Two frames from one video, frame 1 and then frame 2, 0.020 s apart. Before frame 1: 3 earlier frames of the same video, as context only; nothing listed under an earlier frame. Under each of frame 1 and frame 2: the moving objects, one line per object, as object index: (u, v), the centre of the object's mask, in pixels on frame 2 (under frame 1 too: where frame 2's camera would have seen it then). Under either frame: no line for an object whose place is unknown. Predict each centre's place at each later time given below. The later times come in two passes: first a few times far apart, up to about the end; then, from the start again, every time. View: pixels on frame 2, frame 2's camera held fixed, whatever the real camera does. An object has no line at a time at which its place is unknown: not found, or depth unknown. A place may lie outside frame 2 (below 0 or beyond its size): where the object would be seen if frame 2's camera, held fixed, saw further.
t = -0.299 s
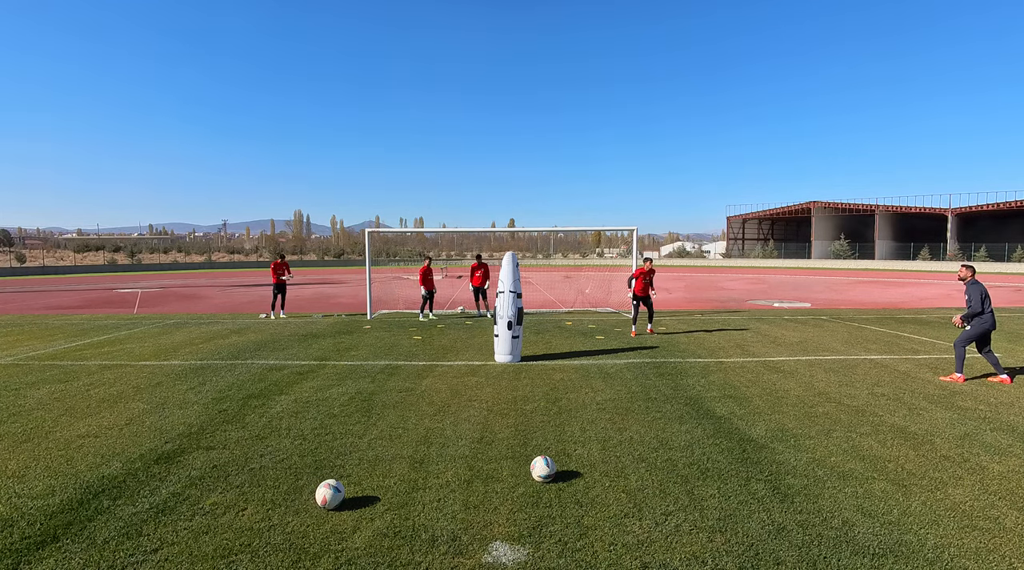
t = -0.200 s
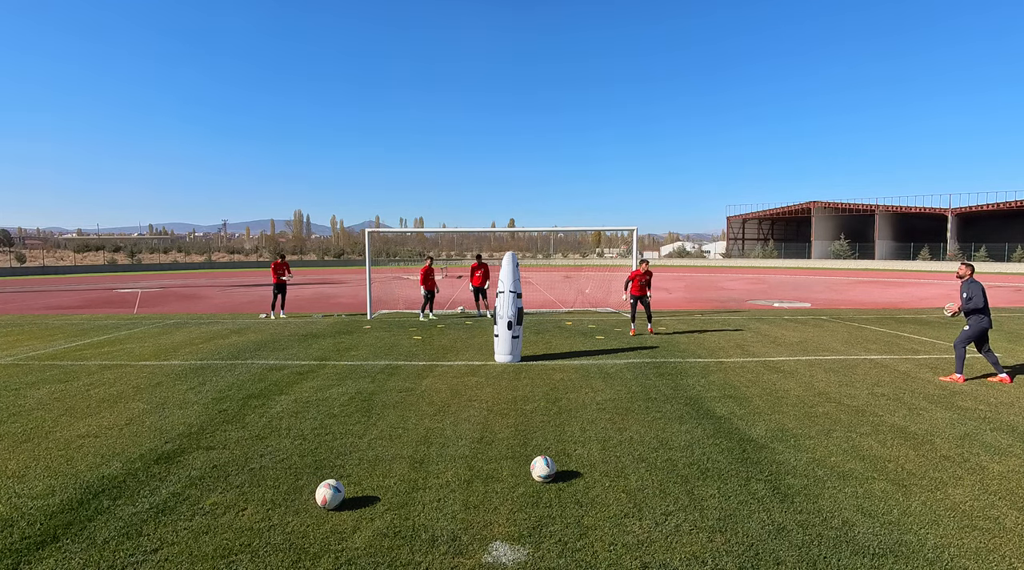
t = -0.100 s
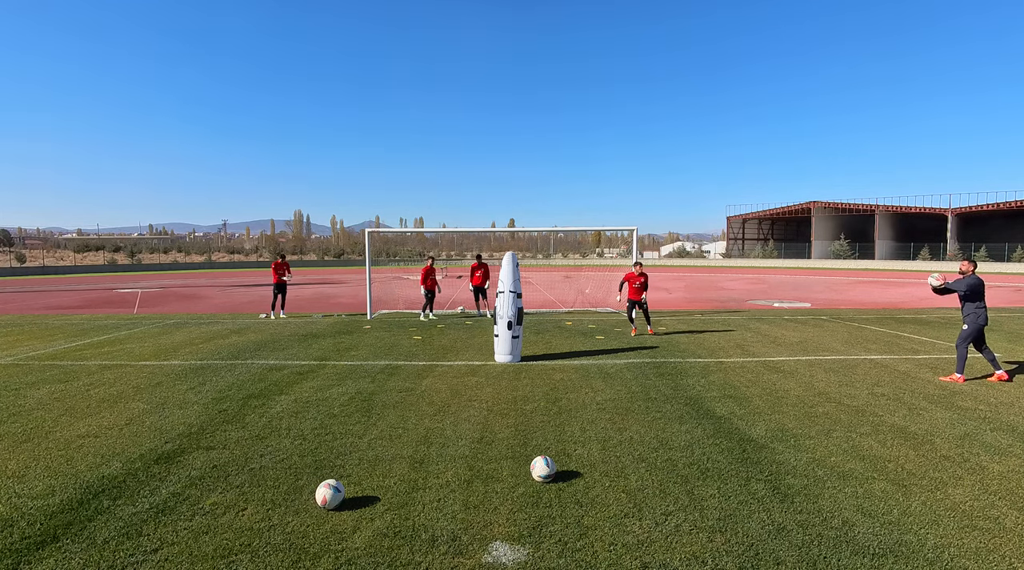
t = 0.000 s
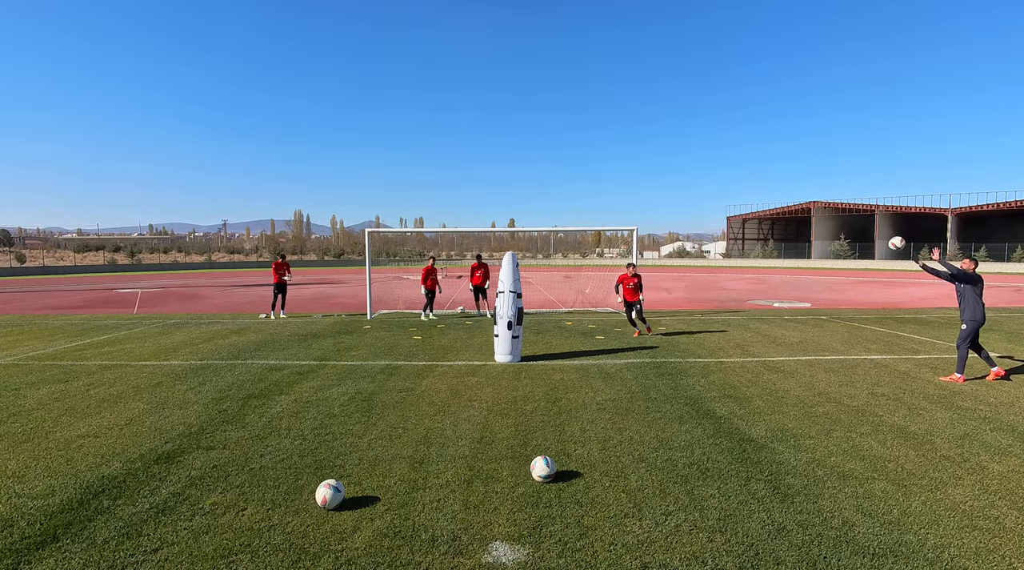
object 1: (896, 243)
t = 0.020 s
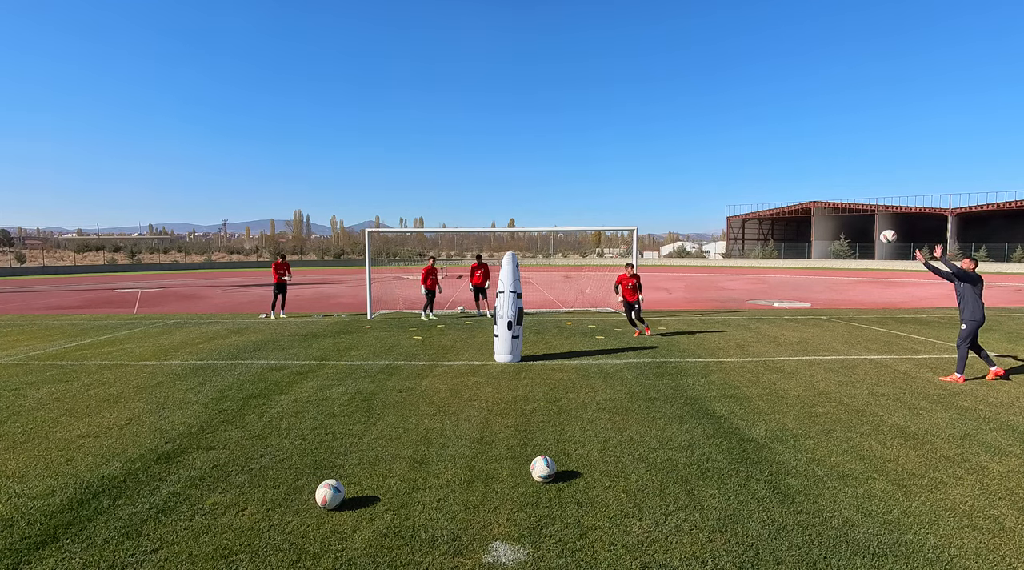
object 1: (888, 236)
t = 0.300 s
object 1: (771, 171)
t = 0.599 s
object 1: (656, 159)
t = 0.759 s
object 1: (599, 174)
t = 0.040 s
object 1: (879, 230)
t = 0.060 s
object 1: (871, 224)
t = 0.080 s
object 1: (862, 218)
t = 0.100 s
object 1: (854, 212)
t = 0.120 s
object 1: (845, 206)
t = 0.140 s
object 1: (837, 201)
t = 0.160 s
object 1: (828, 197)
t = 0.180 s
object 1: (820, 192)
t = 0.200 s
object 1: (812, 188)
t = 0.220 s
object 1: (803, 184)
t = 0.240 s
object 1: (795, 180)
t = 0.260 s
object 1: (787, 177)
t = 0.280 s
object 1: (779, 174)
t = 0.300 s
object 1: (771, 171)
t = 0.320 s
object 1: (763, 168)
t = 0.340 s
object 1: (755, 166)
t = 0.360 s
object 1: (747, 164)
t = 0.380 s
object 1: (739, 162)
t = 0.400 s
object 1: (731, 160)
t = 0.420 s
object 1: (723, 159)
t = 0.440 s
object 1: (716, 158)
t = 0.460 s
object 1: (708, 158)
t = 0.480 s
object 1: (700, 157)
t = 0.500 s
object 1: (693, 157)
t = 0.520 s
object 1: (685, 157)
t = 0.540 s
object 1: (678, 157)
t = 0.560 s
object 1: (670, 157)
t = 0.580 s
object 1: (663, 158)
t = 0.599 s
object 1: (656, 159)
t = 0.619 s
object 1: (648, 160)
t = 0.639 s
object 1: (641, 162)
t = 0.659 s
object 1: (634, 163)
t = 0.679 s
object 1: (627, 165)
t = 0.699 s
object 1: (620, 167)
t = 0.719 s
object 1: (613, 169)
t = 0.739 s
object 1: (606, 172)
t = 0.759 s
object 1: (599, 174)
